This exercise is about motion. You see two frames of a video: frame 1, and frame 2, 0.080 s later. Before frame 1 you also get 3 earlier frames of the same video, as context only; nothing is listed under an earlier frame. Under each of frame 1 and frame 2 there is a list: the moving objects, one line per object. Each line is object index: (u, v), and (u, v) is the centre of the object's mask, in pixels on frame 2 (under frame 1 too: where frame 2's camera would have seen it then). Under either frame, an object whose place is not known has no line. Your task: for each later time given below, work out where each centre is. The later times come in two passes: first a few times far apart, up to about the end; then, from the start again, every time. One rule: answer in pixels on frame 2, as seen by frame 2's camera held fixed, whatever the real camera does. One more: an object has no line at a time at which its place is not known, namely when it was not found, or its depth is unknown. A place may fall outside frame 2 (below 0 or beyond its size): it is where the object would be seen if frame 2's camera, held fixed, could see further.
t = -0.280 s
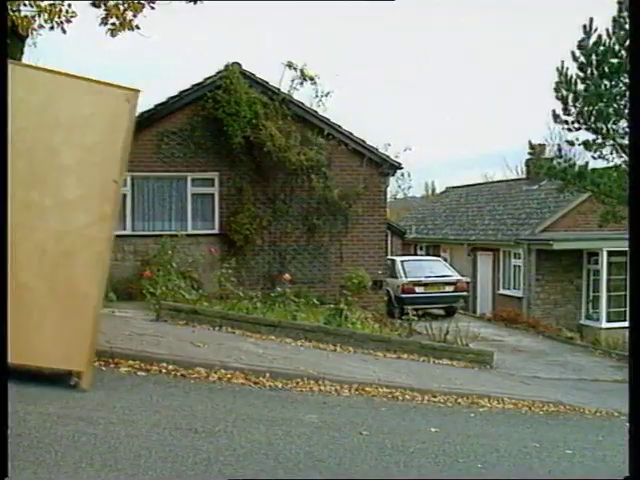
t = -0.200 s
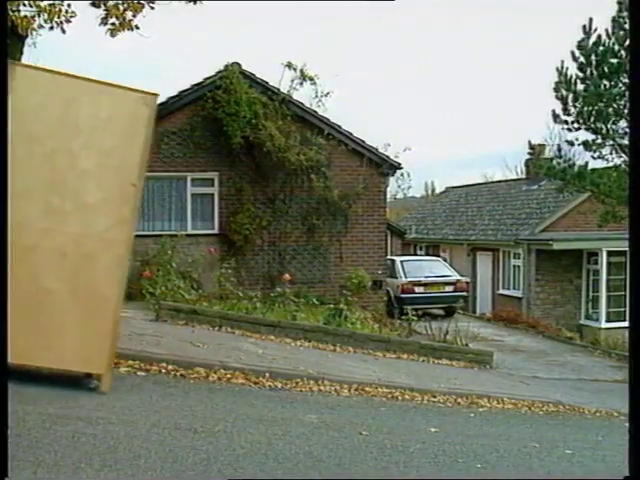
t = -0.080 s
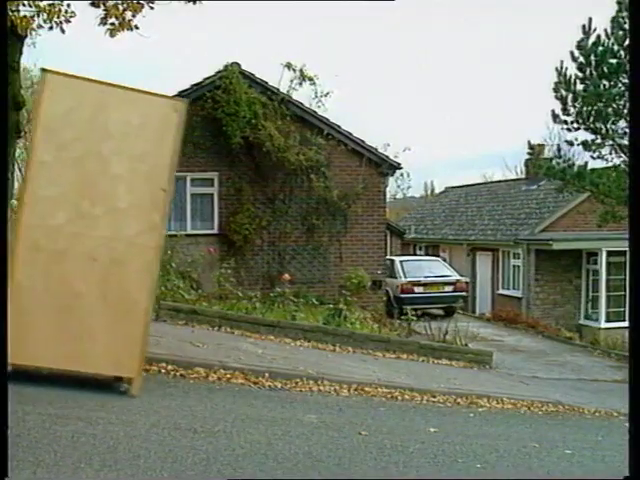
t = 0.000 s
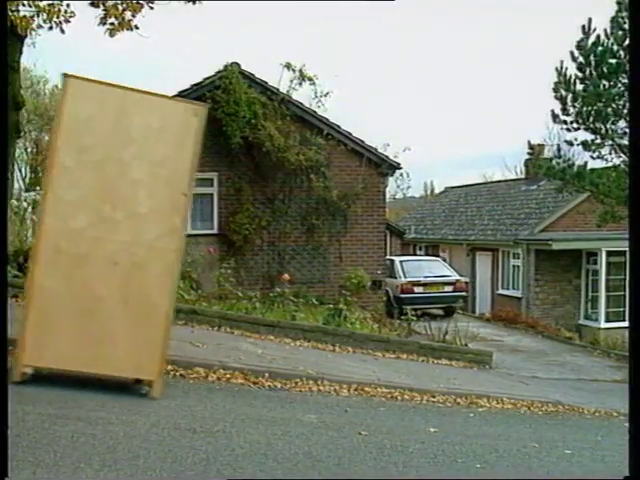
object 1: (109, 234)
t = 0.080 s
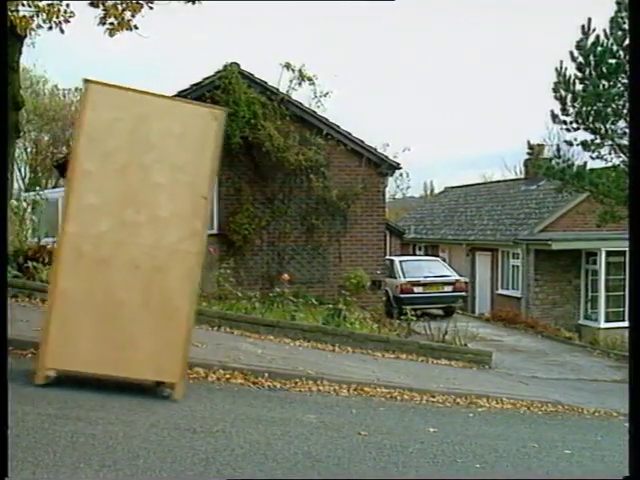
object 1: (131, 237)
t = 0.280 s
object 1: (187, 246)
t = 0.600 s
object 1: (274, 261)
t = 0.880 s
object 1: (351, 276)
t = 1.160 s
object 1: (427, 289)
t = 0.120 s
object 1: (142, 239)
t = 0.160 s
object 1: (153, 240)
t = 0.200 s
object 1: (165, 242)
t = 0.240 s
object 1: (176, 244)
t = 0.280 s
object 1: (187, 246)
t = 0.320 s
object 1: (198, 248)
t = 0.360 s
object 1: (209, 250)
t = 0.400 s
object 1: (220, 252)
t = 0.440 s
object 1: (232, 254)
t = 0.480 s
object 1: (242, 256)
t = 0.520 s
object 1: (253, 258)
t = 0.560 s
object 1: (263, 260)
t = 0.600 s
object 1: (274, 261)
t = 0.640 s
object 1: (285, 263)
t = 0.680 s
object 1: (296, 266)
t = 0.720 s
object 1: (307, 268)
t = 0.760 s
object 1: (318, 270)
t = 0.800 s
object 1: (329, 272)
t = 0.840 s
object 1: (340, 274)
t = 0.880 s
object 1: (351, 276)
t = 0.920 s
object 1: (363, 278)
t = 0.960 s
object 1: (374, 280)
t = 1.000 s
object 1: (385, 282)
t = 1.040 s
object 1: (395, 283)
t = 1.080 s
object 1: (407, 286)
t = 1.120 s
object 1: (417, 287)
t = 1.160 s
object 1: (427, 289)
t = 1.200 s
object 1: (438, 291)
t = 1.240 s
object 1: (449, 293)
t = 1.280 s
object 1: (460, 294)
